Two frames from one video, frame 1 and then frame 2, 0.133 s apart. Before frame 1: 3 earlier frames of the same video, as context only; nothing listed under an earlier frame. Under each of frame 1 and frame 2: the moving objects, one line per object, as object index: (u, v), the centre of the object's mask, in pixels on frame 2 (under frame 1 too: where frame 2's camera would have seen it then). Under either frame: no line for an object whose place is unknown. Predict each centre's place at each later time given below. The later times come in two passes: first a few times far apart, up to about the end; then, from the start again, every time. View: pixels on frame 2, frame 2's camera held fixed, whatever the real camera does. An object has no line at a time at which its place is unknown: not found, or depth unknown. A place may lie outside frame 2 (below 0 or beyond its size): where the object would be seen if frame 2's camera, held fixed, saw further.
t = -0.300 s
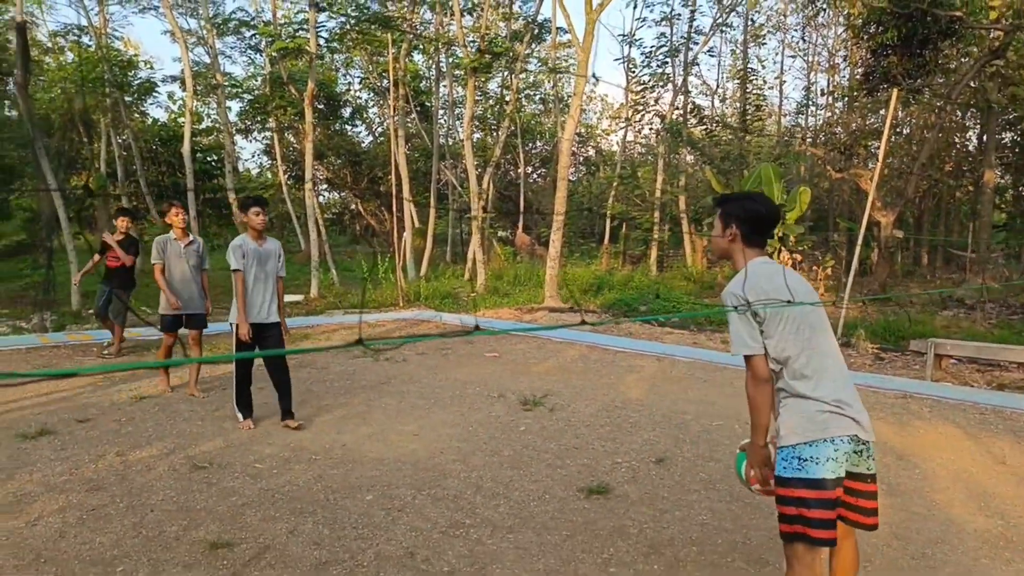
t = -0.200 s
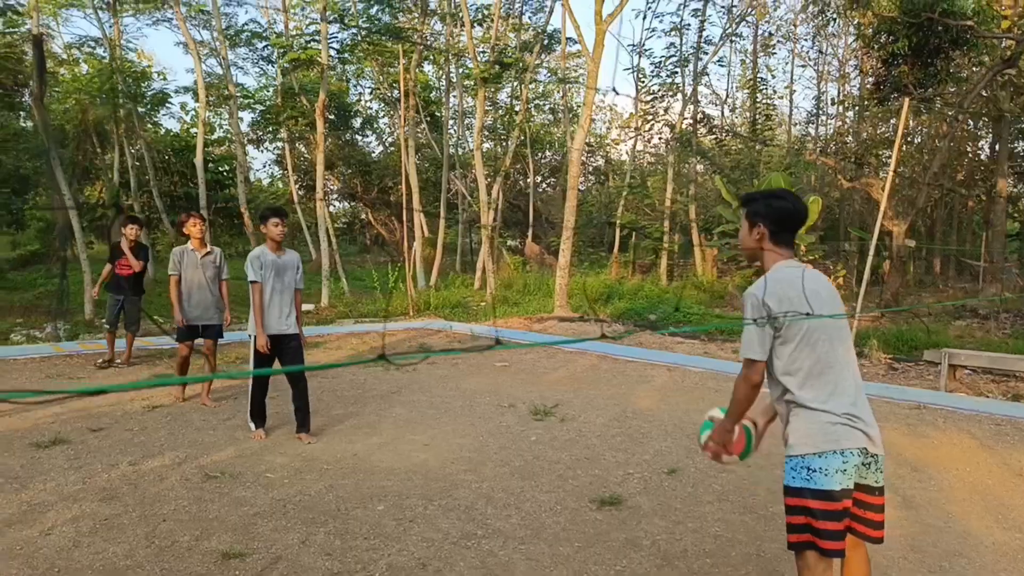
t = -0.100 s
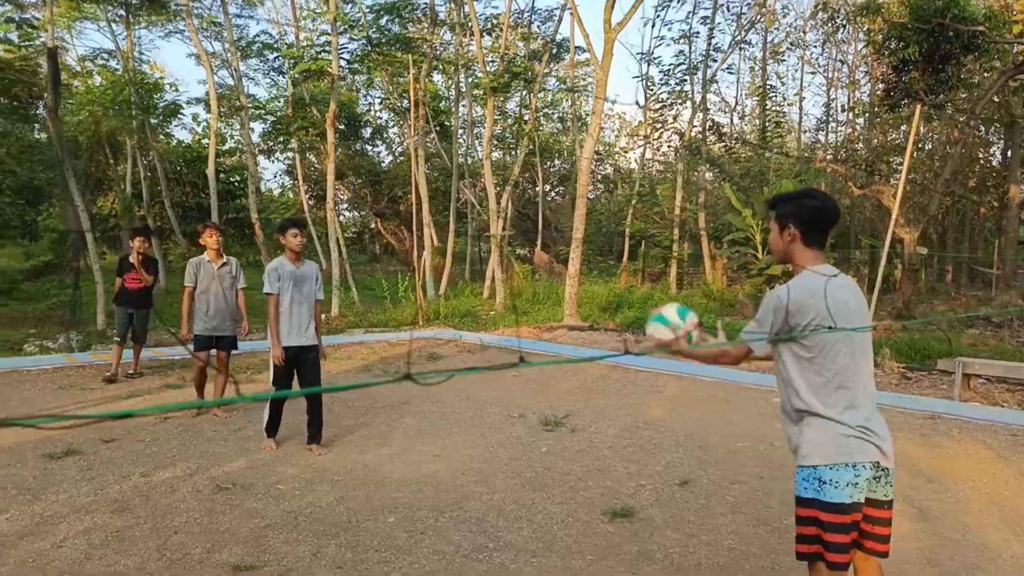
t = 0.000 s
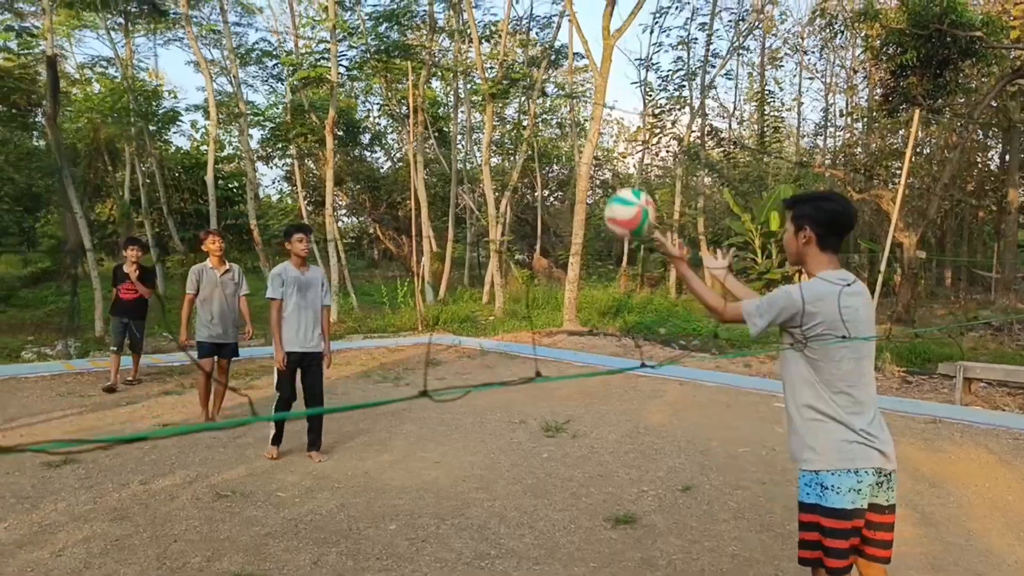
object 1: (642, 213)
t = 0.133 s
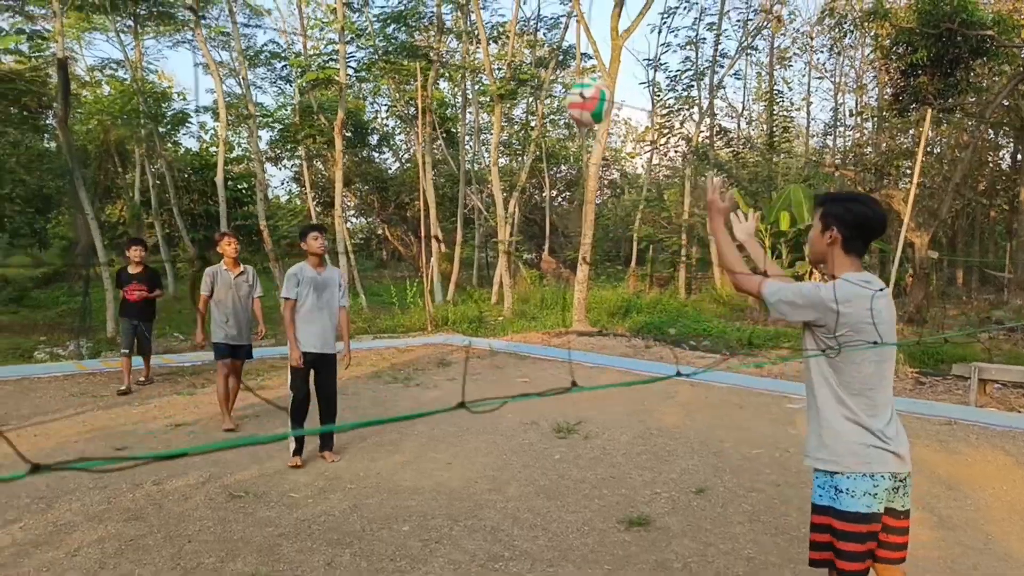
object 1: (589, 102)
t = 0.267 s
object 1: (545, 40)
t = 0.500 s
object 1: (477, 31)
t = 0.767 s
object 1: (419, 136)
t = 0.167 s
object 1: (577, 82)
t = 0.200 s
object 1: (566, 65)
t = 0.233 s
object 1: (555, 51)
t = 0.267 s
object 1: (545, 40)
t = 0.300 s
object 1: (535, 33)
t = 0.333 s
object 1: (524, 27)
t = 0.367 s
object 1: (514, 24)
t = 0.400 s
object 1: (506, 24)
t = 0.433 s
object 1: (495, 25)
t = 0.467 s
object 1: (487, 27)
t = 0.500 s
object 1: (477, 31)
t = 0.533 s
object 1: (470, 38)
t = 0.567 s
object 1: (462, 47)
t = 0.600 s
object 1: (453, 57)
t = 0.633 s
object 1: (446, 69)
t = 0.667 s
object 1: (440, 84)
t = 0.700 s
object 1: (432, 99)
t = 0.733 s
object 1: (426, 117)
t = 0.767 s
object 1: (419, 136)
